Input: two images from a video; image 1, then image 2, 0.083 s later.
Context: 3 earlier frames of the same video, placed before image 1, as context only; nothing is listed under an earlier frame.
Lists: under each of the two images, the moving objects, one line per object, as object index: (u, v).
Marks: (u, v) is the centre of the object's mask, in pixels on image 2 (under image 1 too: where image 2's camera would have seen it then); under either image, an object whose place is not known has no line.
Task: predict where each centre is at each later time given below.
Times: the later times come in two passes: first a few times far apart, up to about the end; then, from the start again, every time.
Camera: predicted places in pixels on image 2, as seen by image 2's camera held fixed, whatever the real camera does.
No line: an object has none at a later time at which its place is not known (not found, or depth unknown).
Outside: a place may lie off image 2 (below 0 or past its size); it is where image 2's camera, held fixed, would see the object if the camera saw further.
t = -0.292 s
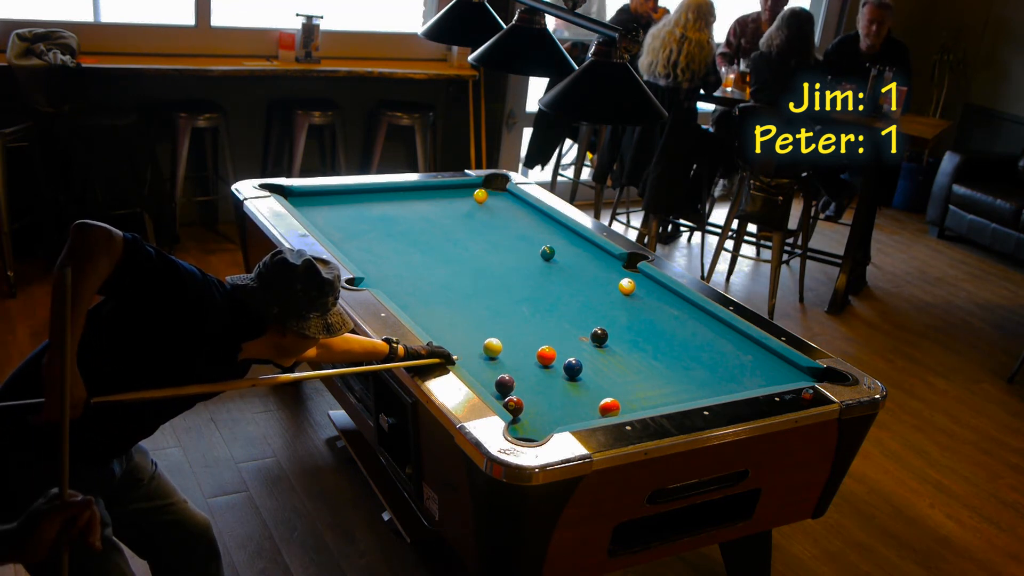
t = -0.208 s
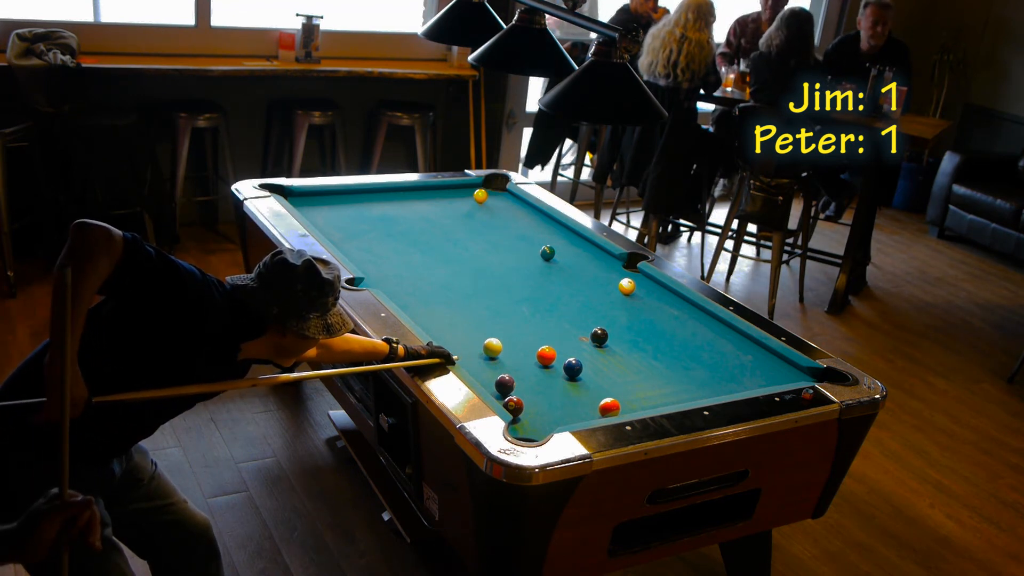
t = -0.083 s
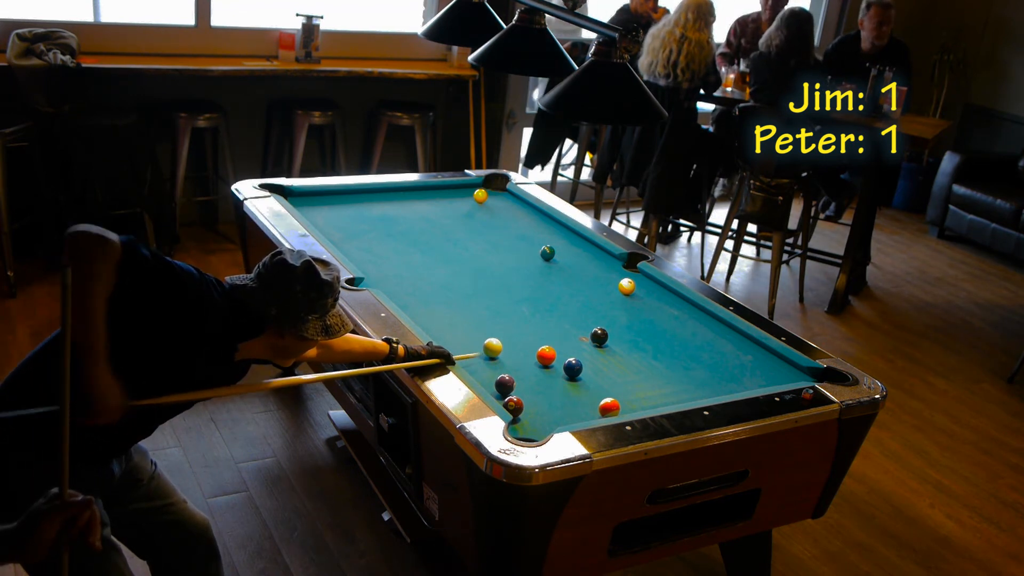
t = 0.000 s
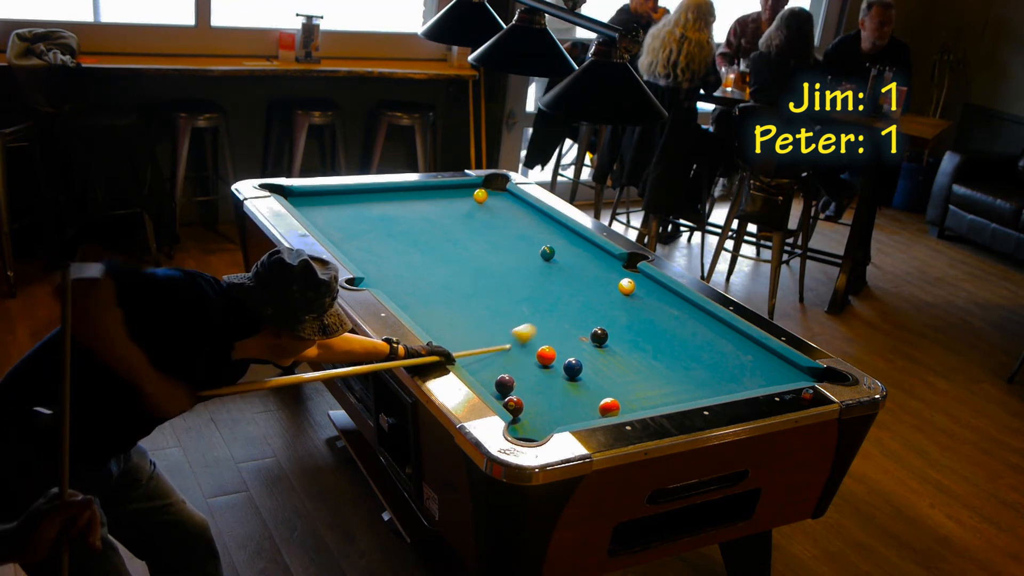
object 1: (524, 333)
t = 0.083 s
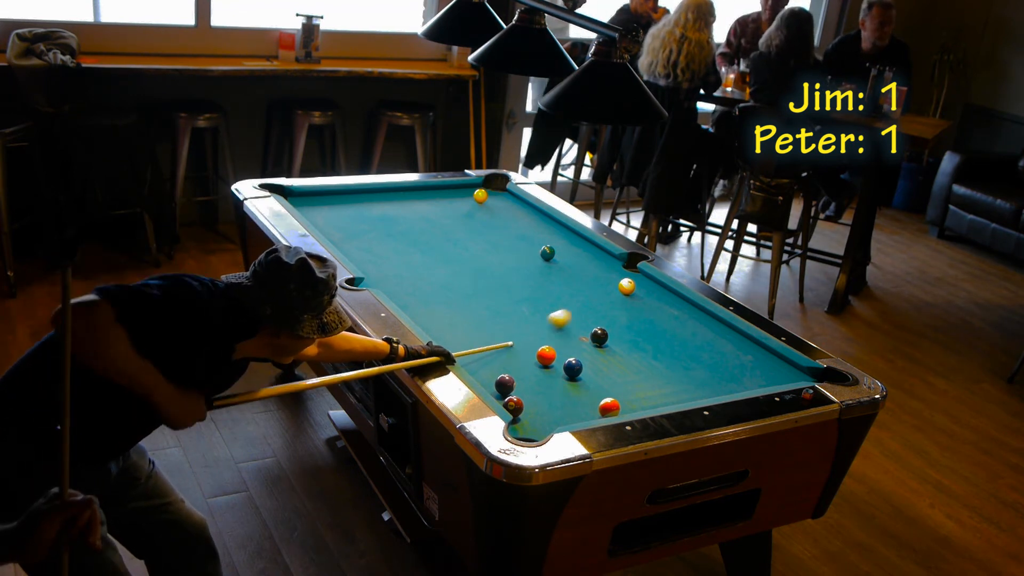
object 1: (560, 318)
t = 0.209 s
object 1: (603, 301)
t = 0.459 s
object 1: (654, 296)
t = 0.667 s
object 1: (683, 301)
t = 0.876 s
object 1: (686, 310)
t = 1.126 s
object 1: (688, 321)
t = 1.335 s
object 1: (690, 330)
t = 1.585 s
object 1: (692, 340)
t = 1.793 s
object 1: (693, 349)
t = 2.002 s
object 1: (695, 358)
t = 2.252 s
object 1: (697, 368)
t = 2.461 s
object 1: (699, 375)
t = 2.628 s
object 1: (701, 382)
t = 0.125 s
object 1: (575, 312)
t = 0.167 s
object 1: (590, 306)
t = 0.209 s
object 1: (603, 301)
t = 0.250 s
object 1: (614, 296)
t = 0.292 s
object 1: (625, 293)
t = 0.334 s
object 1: (634, 293)
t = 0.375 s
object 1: (641, 294)
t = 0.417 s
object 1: (648, 295)
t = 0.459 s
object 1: (654, 296)
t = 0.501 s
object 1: (660, 297)
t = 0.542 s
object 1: (666, 298)
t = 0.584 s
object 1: (673, 299)
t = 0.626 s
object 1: (679, 299)
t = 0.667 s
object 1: (683, 301)
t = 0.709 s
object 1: (684, 303)
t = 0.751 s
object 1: (684, 304)
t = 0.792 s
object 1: (685, 306)
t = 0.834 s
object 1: (685, 308)
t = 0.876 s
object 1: (686, 310)
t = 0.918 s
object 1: (686, 312)
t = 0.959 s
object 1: (687, 313)
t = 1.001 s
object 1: (687, 315)
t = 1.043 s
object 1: (687, 317)
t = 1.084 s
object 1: (688, 319)
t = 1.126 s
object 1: (688, 321)
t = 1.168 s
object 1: (688, 322)
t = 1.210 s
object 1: (689, 324)
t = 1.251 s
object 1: (689, 326)
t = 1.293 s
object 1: (689, 328)
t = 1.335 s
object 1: (690, 330)
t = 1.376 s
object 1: (690, 331)
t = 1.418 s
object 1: (690, 333)
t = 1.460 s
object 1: (690, 335)
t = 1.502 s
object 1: (691, 337)
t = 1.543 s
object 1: (691, 339)
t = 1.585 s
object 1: (692, 340)
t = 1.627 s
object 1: (692, 342)
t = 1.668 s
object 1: (692, 344)
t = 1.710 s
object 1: (693, 346)
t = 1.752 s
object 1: (693, 347)
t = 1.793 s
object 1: (693, 349)
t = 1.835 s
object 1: (693, 351)
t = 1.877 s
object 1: (694, 352)
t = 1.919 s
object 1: (694, 354)
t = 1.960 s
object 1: (694, 356)
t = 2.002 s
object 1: (695, 358)
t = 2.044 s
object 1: (695, 359)
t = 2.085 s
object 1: (696, 361)
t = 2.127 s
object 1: (696, 363)
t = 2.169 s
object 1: (696, 364)
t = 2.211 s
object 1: (697, 366)
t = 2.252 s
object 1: (697, 368)
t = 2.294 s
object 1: (698, 369)
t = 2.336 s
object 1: (698, 371)
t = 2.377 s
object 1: (698, 372)
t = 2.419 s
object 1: (699, 374)
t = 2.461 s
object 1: (699, 375)
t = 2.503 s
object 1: (700, 377)
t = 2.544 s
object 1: (700, 379)
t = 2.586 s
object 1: (701, 380)
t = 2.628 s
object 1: (701, 382)
